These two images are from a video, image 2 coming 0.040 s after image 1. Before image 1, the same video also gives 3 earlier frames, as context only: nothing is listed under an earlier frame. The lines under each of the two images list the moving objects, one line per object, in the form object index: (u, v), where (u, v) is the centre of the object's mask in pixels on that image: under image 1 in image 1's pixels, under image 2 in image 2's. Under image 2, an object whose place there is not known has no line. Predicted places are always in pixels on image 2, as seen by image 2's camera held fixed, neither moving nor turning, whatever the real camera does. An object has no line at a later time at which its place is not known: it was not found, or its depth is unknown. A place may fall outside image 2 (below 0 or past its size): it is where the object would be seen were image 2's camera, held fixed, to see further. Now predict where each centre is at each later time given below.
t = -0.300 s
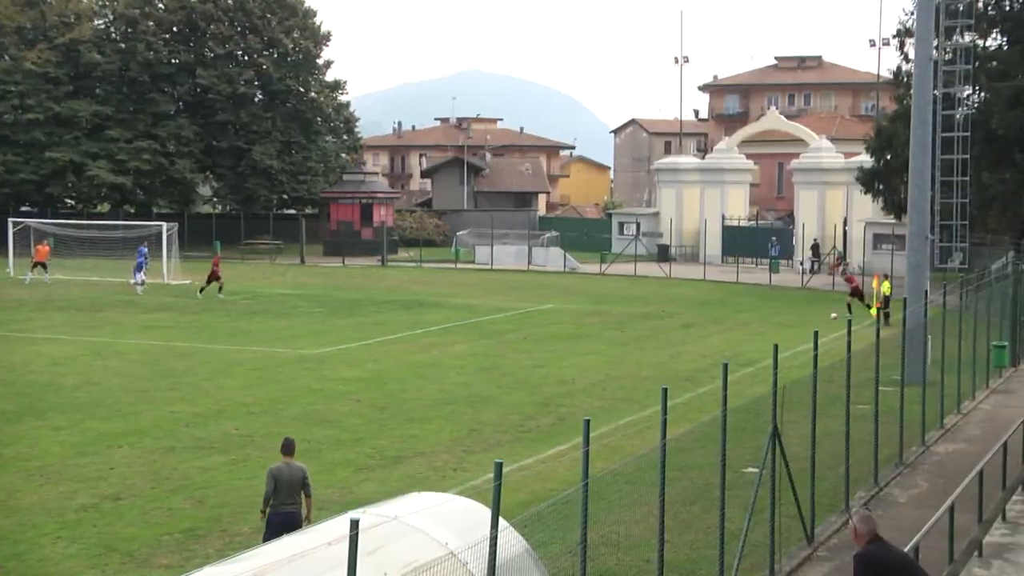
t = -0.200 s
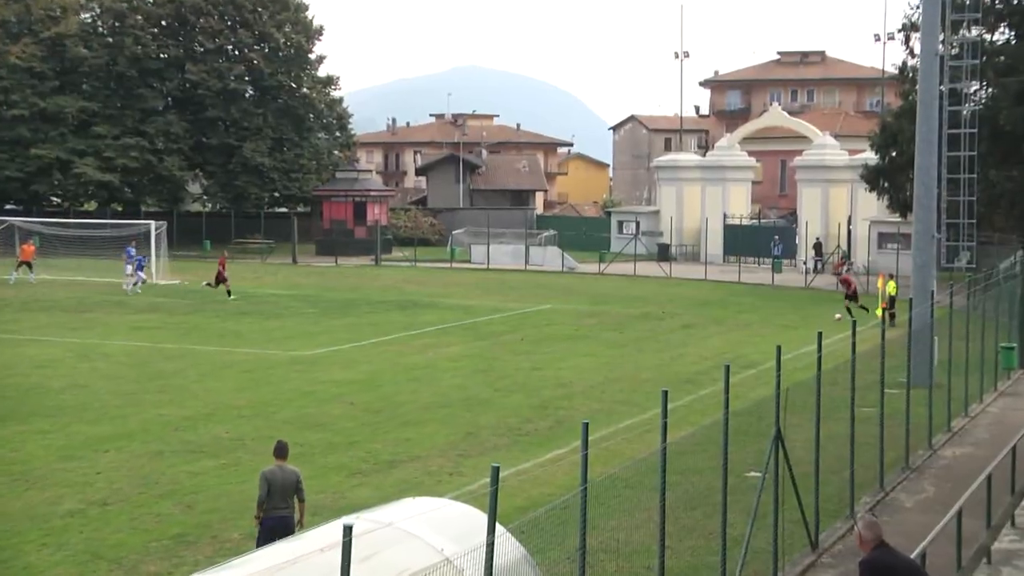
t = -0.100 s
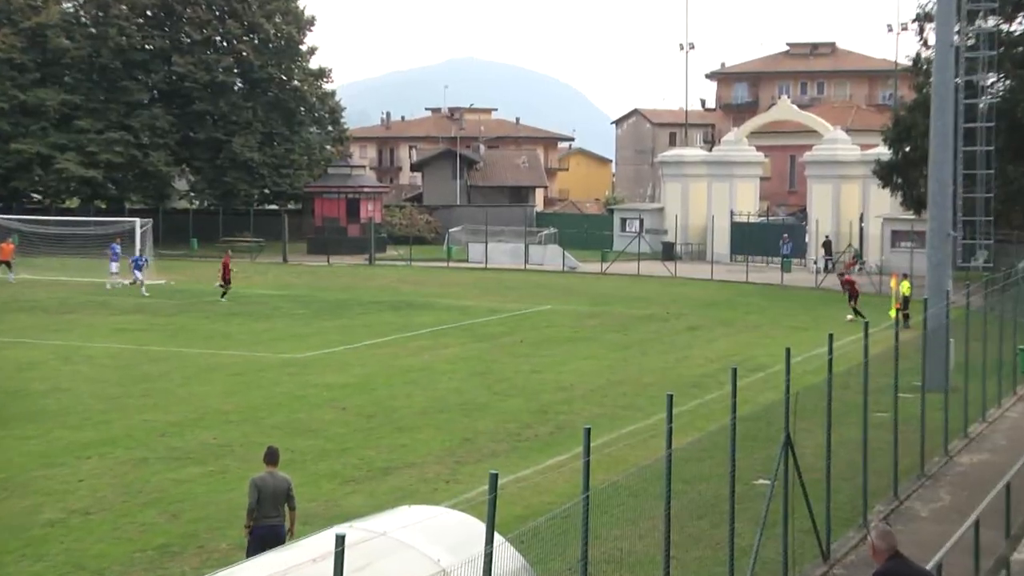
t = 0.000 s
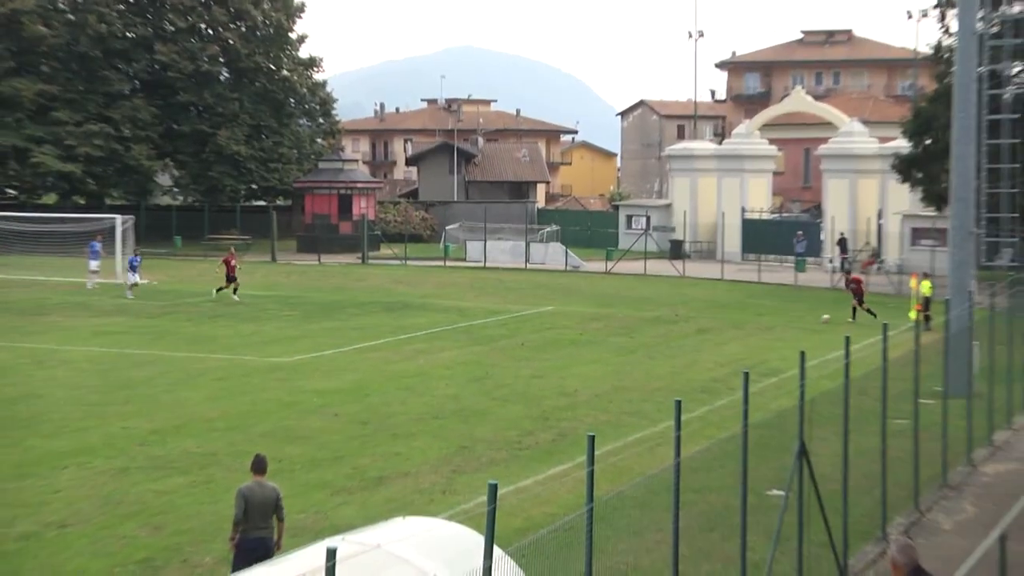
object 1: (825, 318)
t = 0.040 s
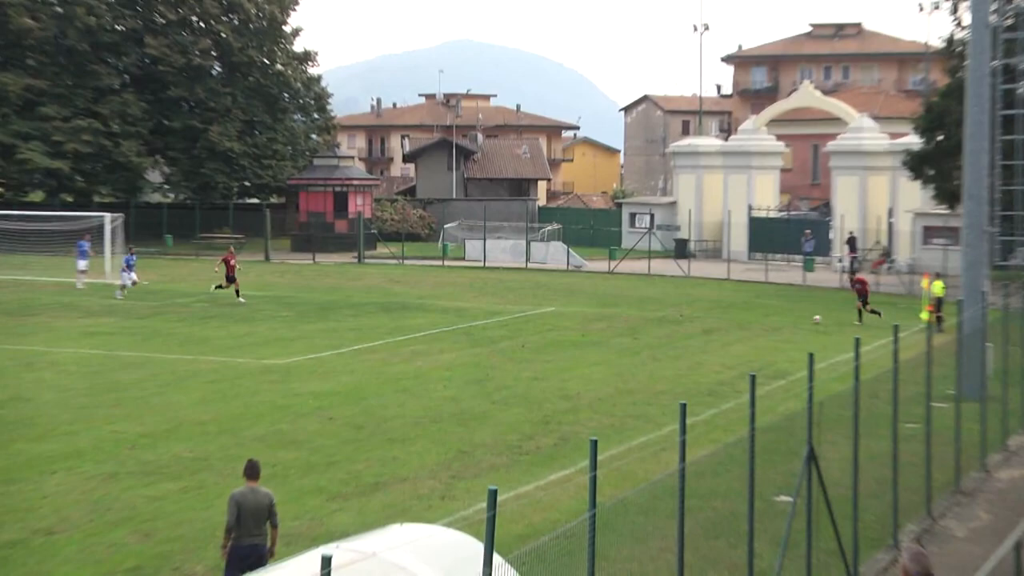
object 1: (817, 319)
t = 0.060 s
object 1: (808, 319)
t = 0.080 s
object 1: (799, 319)
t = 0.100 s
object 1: (791, 320)
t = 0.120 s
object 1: (781, 321)
